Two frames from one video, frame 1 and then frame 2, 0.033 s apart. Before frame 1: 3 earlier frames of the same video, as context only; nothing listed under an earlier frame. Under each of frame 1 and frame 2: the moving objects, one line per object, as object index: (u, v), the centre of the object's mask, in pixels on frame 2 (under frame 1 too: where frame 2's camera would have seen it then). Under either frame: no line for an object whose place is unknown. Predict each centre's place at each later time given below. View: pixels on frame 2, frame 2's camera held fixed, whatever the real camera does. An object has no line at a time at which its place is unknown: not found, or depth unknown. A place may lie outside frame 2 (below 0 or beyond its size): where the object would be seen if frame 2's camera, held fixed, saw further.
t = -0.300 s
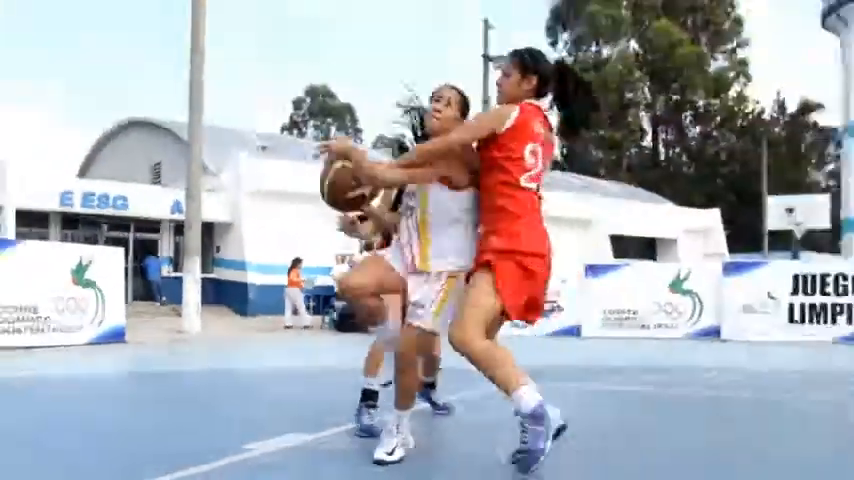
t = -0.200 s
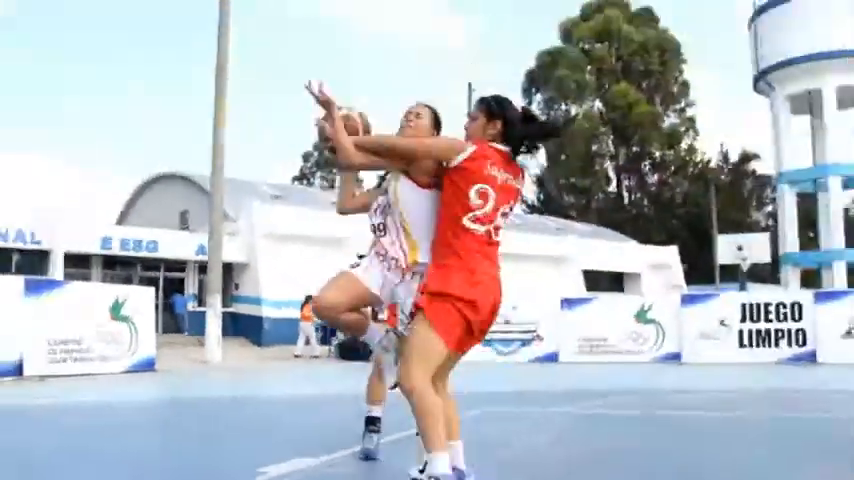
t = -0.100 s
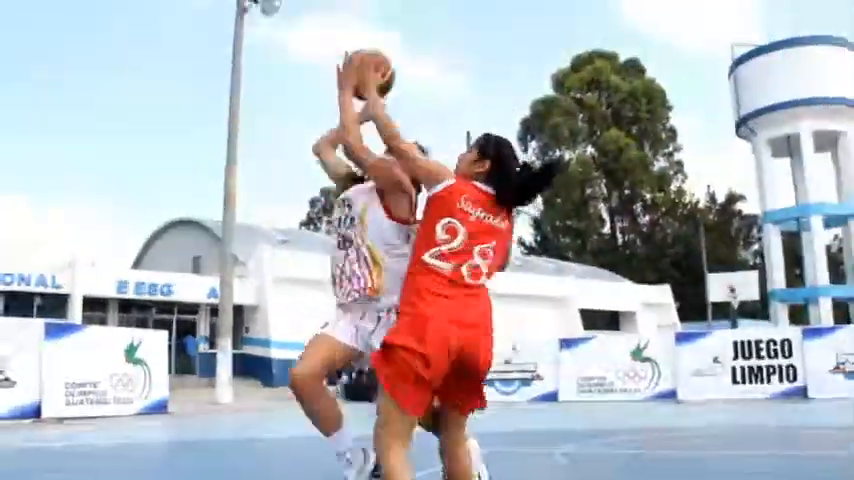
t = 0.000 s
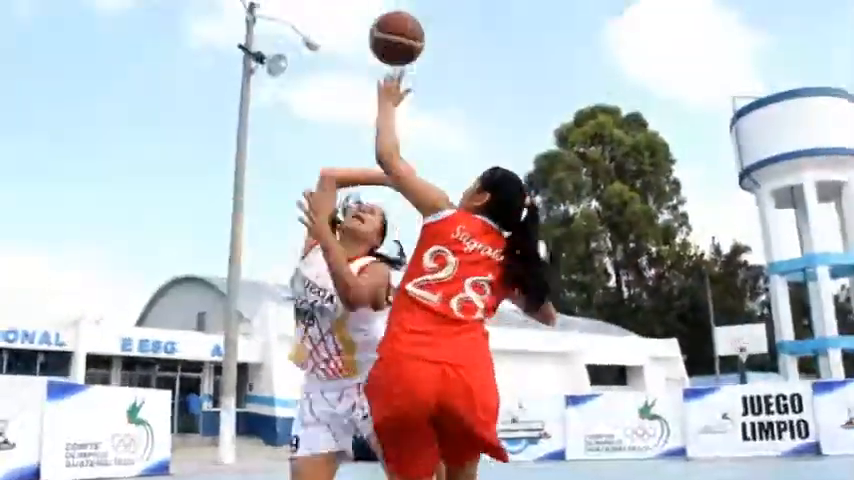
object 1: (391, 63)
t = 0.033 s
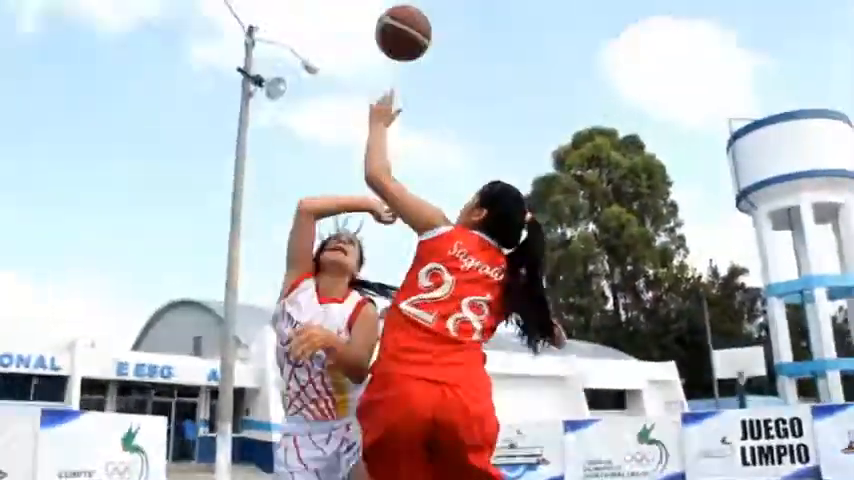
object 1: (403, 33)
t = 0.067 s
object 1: (414, 6)
